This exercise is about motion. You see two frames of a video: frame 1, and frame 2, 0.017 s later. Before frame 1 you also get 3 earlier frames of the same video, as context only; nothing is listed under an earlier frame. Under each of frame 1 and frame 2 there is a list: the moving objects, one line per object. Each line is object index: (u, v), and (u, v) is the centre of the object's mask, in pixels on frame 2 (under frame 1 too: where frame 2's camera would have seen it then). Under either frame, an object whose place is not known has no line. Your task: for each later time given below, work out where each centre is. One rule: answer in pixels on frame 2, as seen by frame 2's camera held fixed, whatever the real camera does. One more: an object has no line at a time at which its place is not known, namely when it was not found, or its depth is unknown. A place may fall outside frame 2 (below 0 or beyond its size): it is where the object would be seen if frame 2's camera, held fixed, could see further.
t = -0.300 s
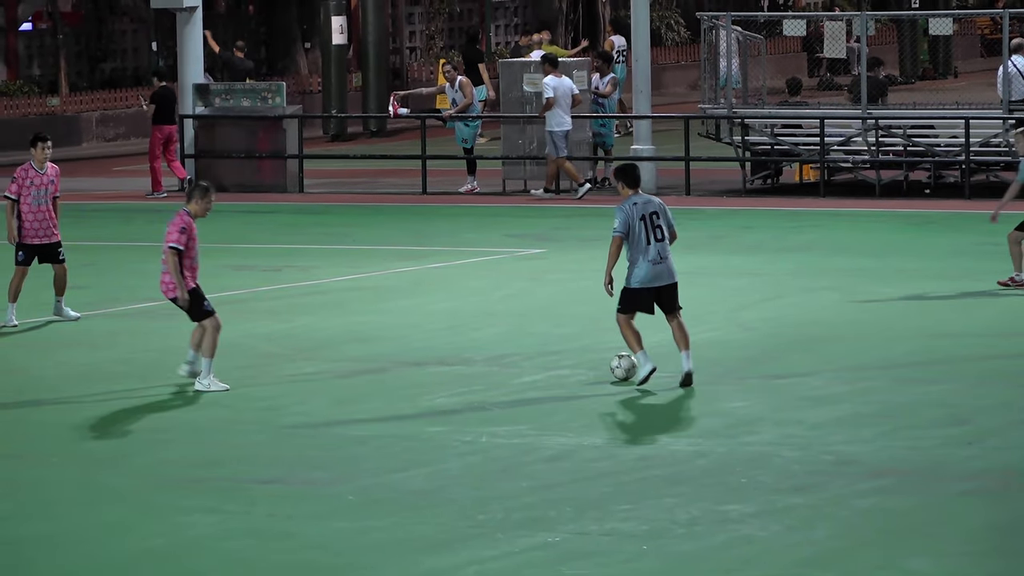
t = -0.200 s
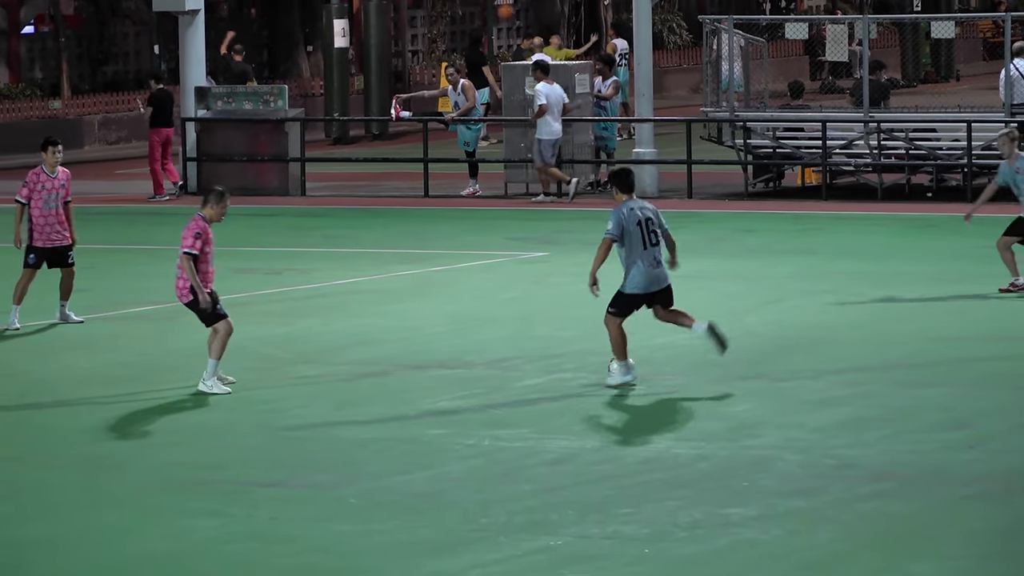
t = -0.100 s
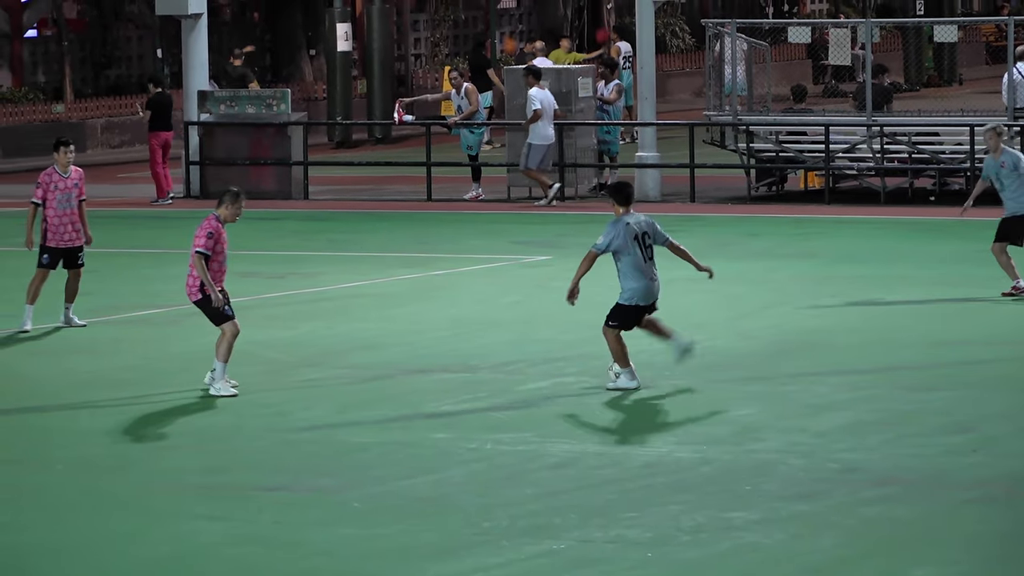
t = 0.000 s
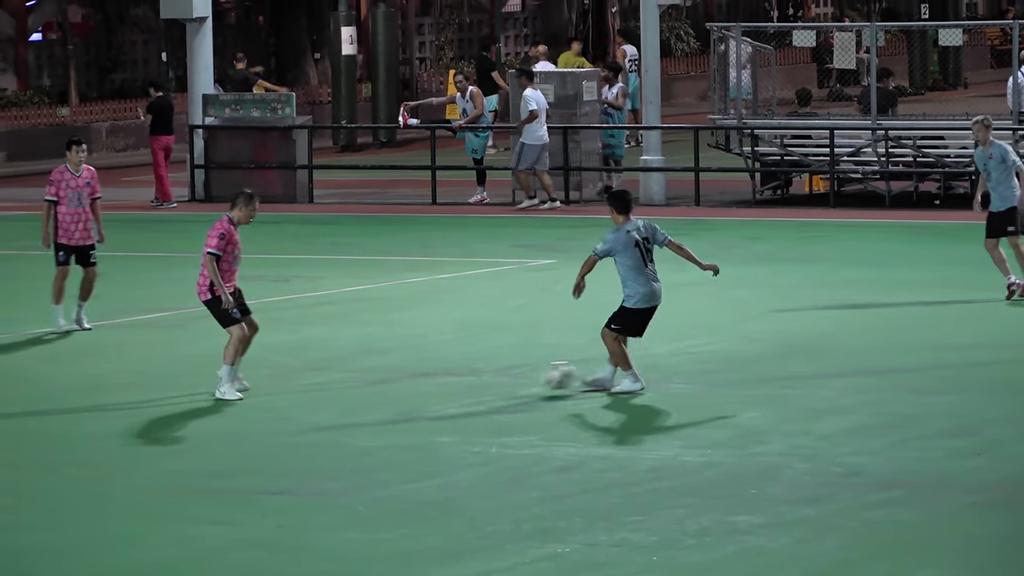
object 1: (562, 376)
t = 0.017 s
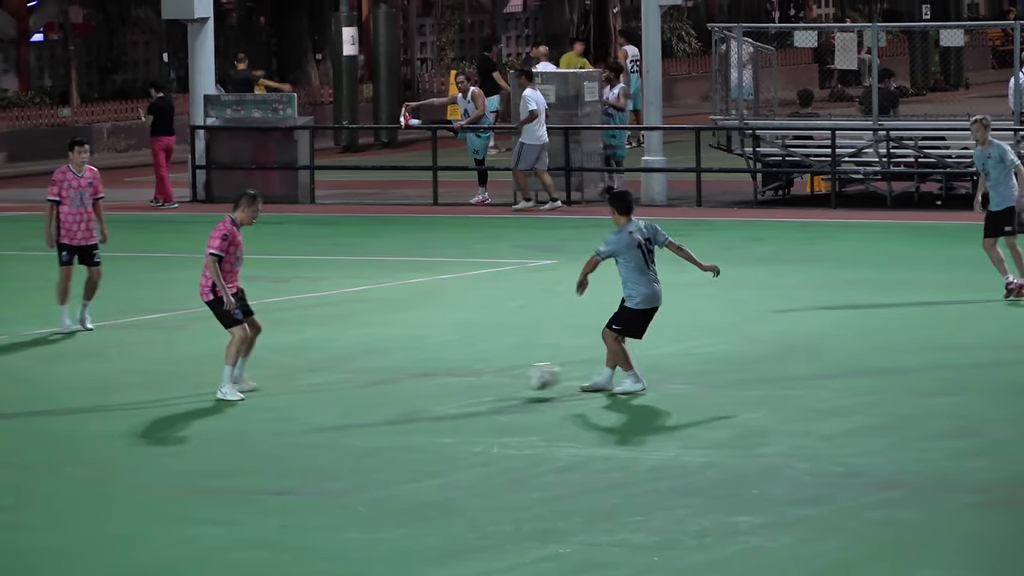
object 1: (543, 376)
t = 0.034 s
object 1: (525, 378)
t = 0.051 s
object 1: (505, 379)
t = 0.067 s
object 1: (487, 381)
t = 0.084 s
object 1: (471, 383)
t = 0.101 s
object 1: (452, 386)
